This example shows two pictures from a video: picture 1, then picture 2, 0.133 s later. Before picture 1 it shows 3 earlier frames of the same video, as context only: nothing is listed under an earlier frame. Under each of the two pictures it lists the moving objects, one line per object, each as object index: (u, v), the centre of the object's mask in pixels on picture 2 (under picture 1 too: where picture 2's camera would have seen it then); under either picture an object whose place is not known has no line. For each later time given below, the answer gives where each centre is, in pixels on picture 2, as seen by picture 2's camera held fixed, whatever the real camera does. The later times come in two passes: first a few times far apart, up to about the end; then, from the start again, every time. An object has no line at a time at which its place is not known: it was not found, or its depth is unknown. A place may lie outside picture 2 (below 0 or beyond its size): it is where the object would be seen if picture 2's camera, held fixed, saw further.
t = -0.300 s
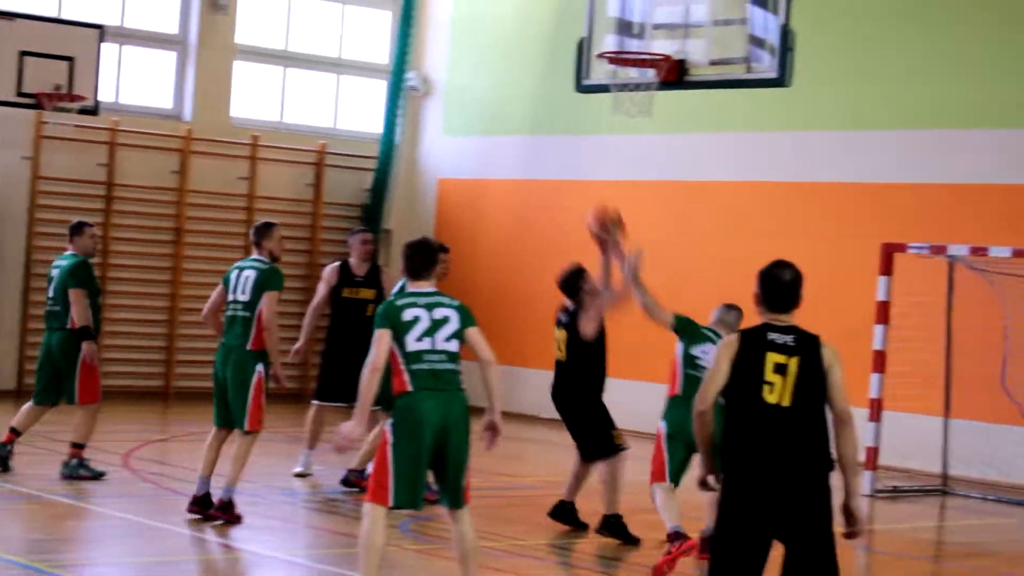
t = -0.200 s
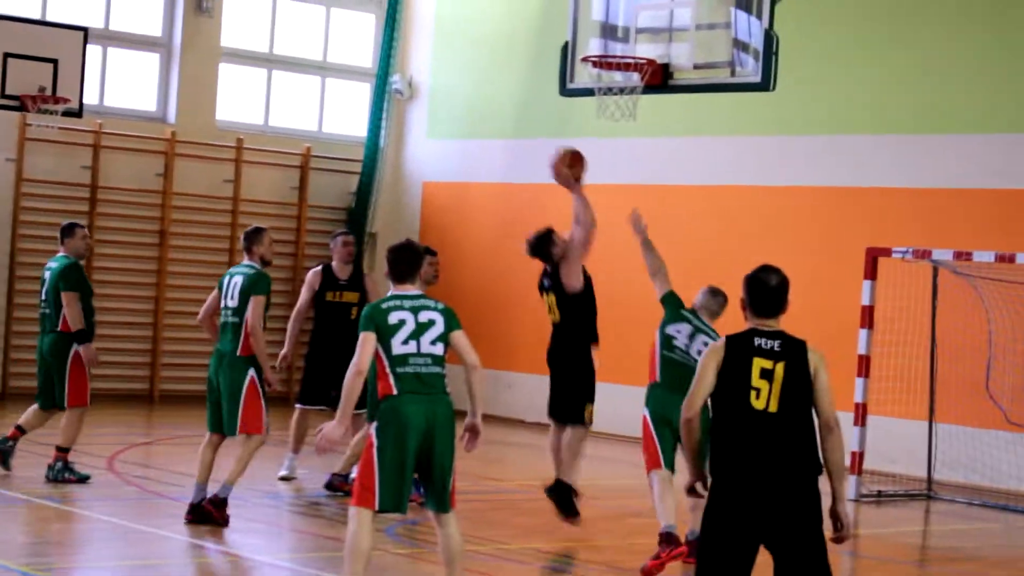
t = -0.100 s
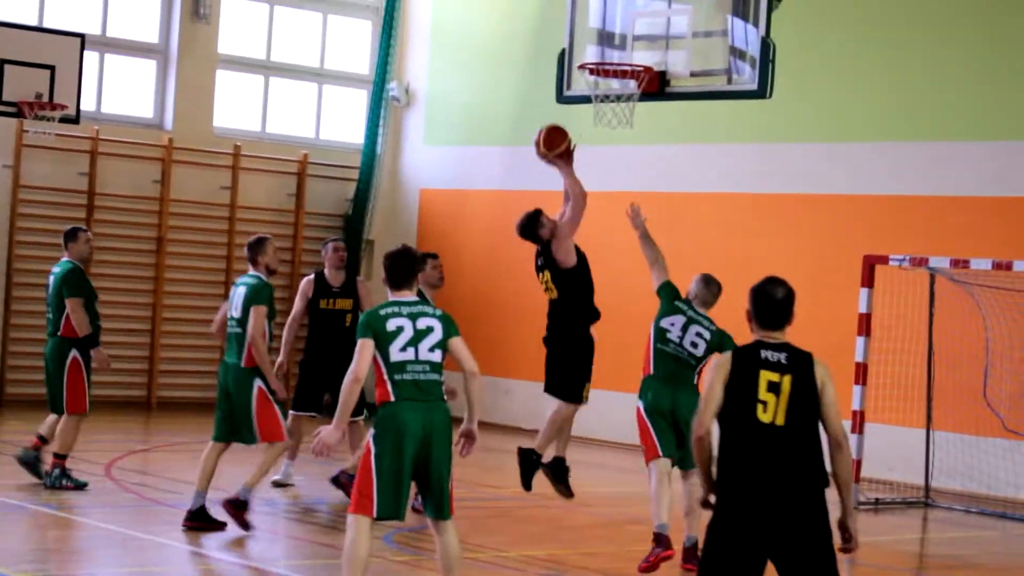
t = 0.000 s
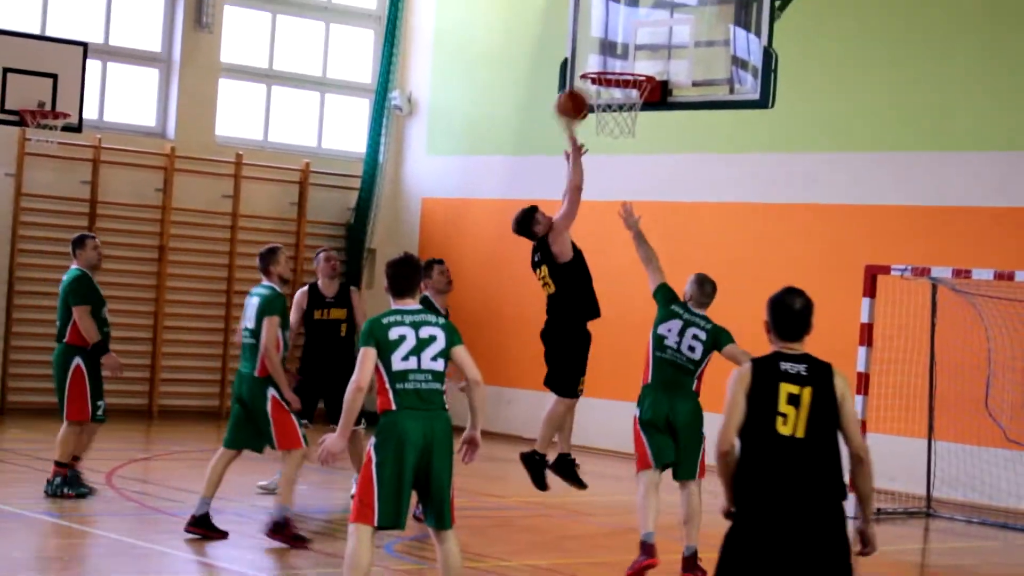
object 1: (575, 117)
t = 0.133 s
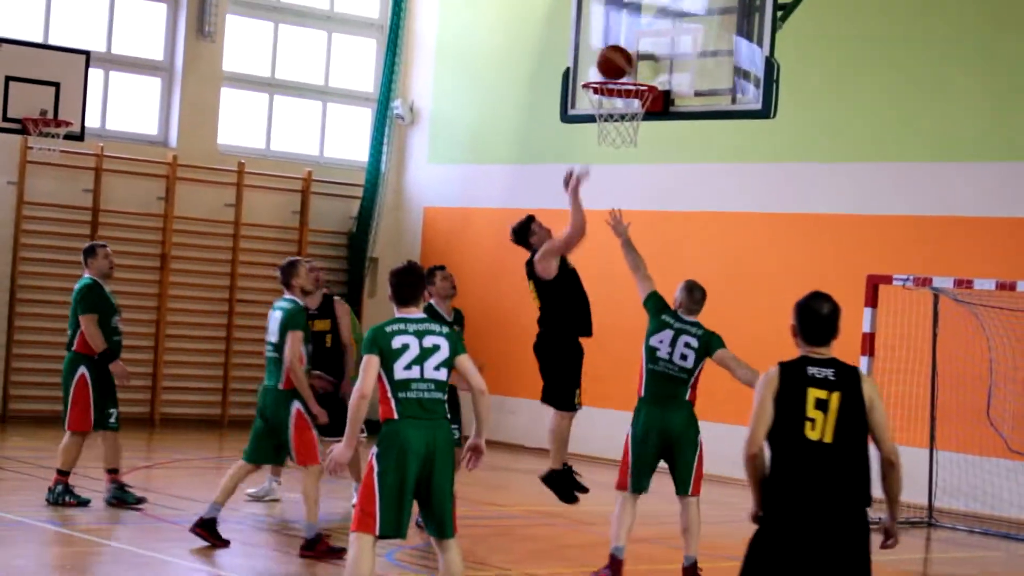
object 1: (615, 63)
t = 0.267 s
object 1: (616, 53)
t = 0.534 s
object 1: (612, 113)
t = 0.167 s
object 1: (615, 58)
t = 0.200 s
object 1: (615, 55)
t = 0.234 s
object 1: (615, 53)
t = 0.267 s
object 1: (616, 53)
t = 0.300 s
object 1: (616, 55)
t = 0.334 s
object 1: (616, 59)
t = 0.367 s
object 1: (616, 64)
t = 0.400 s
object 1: (615, 71)
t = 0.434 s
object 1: (615, 79)
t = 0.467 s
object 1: (615, 90)
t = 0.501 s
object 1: (613, 104)
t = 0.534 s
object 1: (612, 113)
